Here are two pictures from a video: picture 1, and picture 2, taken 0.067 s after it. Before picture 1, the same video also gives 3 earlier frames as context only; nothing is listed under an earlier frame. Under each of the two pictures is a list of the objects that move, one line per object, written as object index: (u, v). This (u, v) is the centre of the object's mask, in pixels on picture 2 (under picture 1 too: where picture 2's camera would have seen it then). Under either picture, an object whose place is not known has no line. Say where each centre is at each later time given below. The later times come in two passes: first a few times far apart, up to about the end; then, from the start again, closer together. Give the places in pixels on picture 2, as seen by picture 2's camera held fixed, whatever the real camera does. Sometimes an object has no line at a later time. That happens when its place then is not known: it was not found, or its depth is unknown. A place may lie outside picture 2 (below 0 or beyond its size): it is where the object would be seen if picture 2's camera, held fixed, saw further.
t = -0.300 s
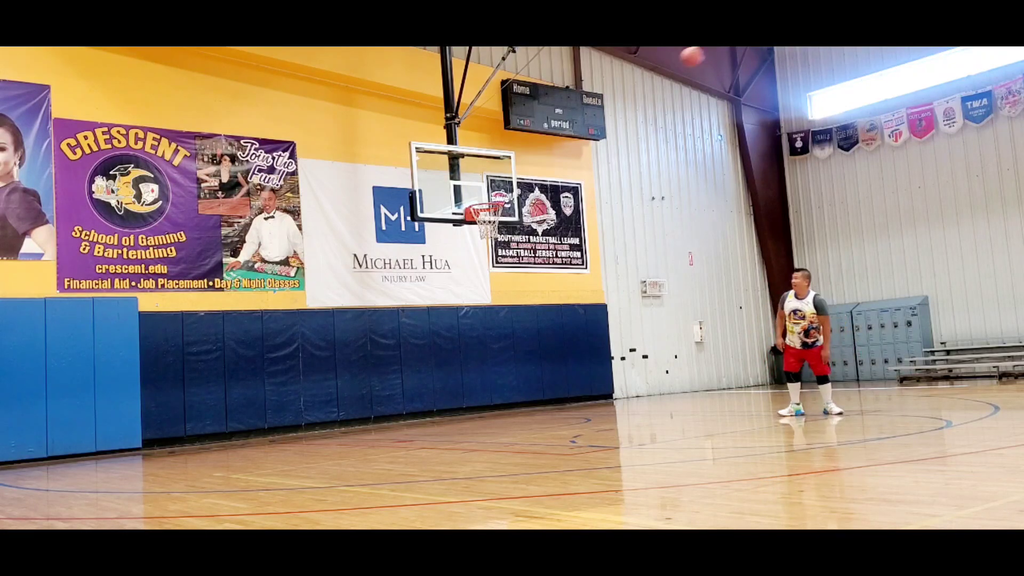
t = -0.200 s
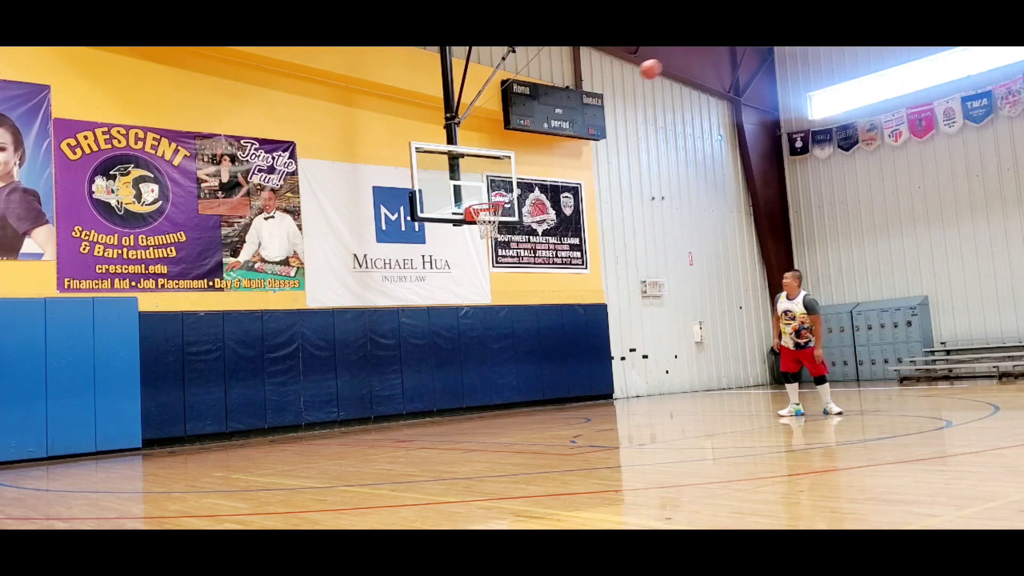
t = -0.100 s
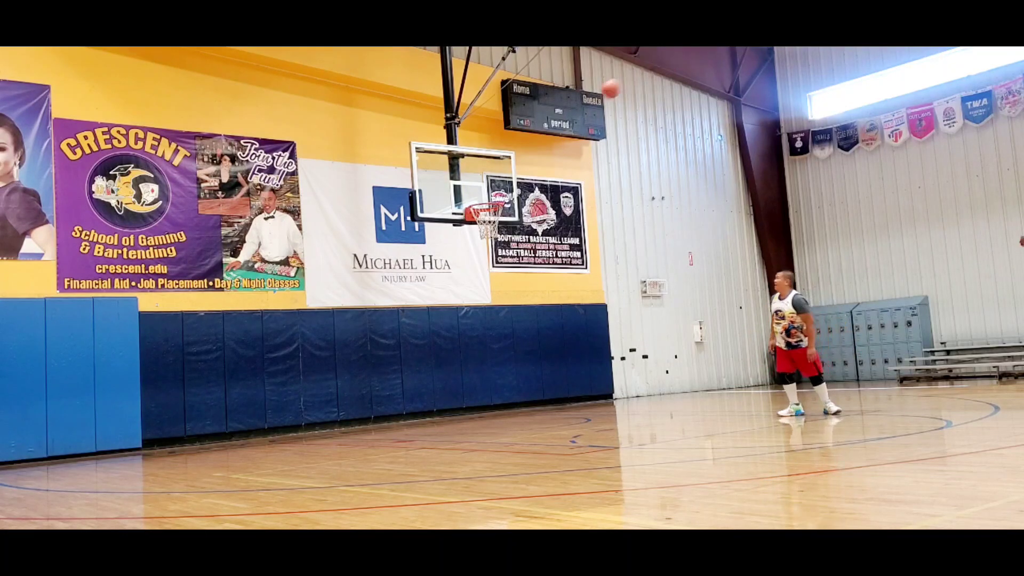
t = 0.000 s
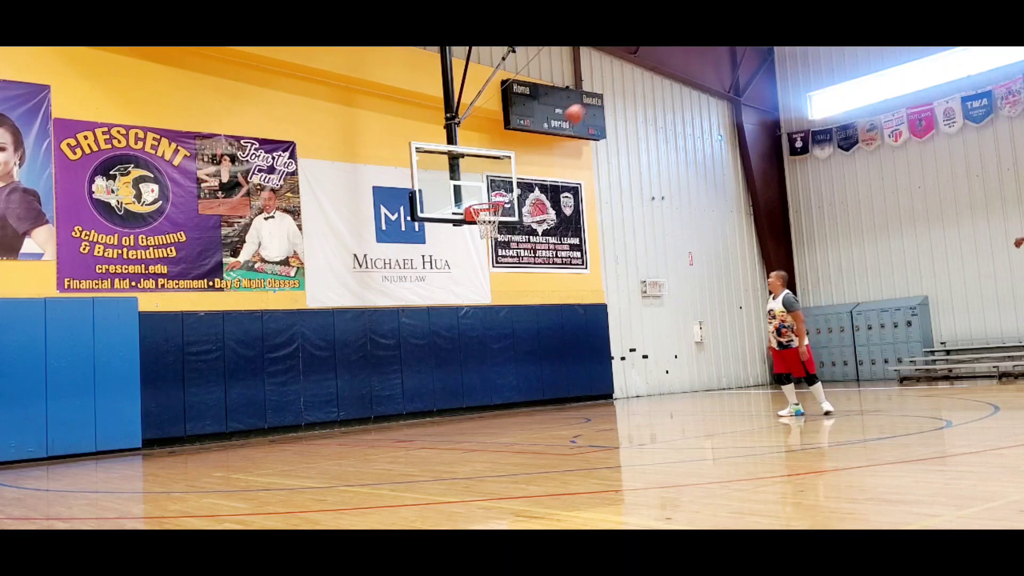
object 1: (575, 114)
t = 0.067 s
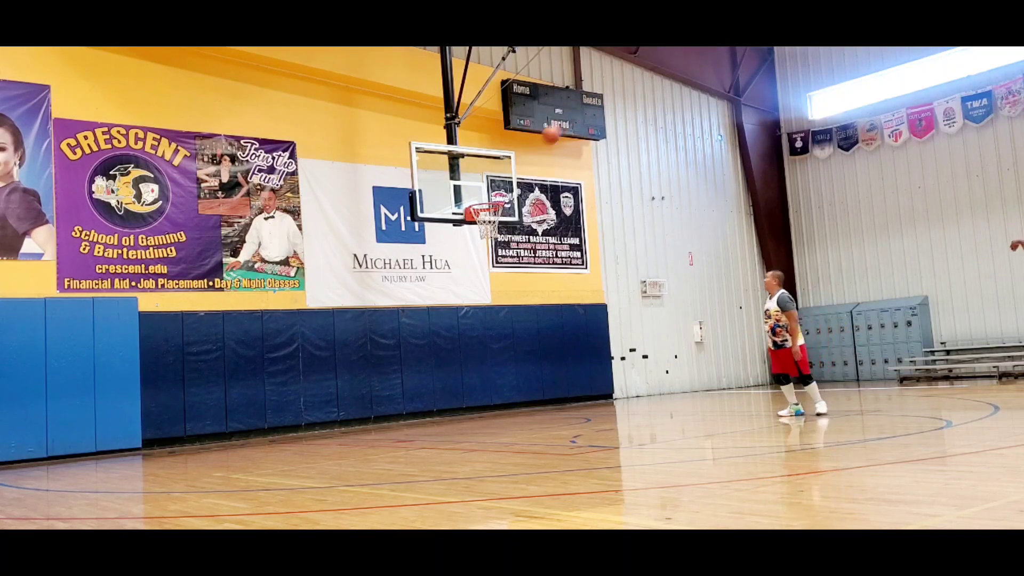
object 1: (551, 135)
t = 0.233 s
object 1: (498, 194)
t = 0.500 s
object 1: (471, 244)
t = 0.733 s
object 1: (472, 308)
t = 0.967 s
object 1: (474, 408)
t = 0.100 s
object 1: (541, 146)
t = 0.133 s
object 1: (529, 157)
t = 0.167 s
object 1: (519, 169)
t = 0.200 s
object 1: (507, 183)
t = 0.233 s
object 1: (498, 194)
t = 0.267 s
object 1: (489, 205)
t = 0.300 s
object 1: (477, 216)
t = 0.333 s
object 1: (474, 222)
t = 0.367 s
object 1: (472, 226)
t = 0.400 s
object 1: (472, 229)
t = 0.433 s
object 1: (472, 233)
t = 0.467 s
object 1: (471, 238)
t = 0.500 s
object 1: (471, 244)
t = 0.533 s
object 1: (471, 251)
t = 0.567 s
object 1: (471, 258)
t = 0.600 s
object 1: (471, 266)
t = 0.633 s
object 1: (471, 275)
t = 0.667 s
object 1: (471, 284)
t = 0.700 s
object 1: (472, 295)
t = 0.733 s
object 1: (472, 308)
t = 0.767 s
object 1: (472, 318)
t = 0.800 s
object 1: (472, 331)
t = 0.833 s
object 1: (473, 345)
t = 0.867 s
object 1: (473, 359)
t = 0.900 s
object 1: (473, 375)
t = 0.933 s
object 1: (474, 391)
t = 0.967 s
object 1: (474, 408)
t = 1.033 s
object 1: (476, 403)
